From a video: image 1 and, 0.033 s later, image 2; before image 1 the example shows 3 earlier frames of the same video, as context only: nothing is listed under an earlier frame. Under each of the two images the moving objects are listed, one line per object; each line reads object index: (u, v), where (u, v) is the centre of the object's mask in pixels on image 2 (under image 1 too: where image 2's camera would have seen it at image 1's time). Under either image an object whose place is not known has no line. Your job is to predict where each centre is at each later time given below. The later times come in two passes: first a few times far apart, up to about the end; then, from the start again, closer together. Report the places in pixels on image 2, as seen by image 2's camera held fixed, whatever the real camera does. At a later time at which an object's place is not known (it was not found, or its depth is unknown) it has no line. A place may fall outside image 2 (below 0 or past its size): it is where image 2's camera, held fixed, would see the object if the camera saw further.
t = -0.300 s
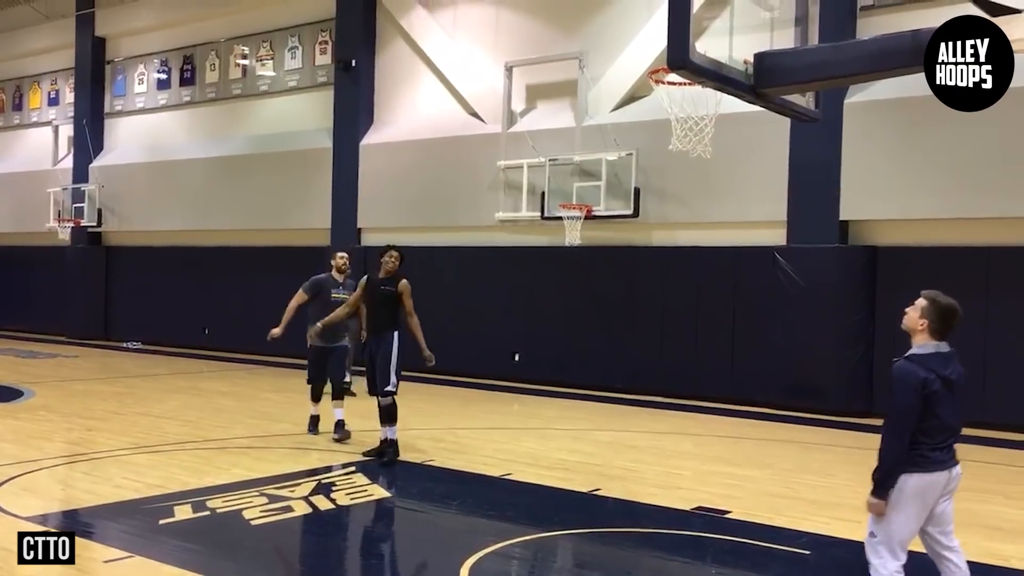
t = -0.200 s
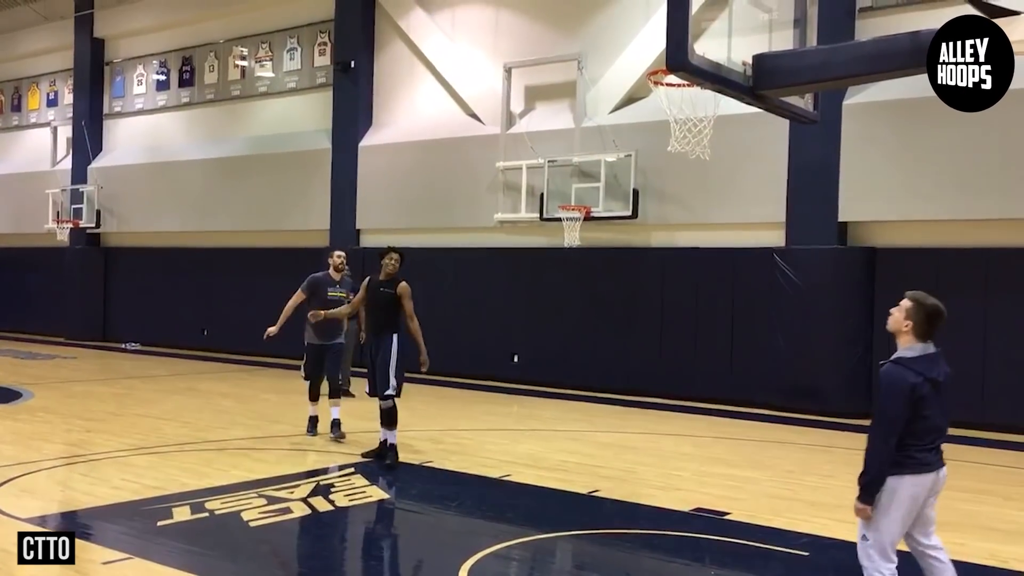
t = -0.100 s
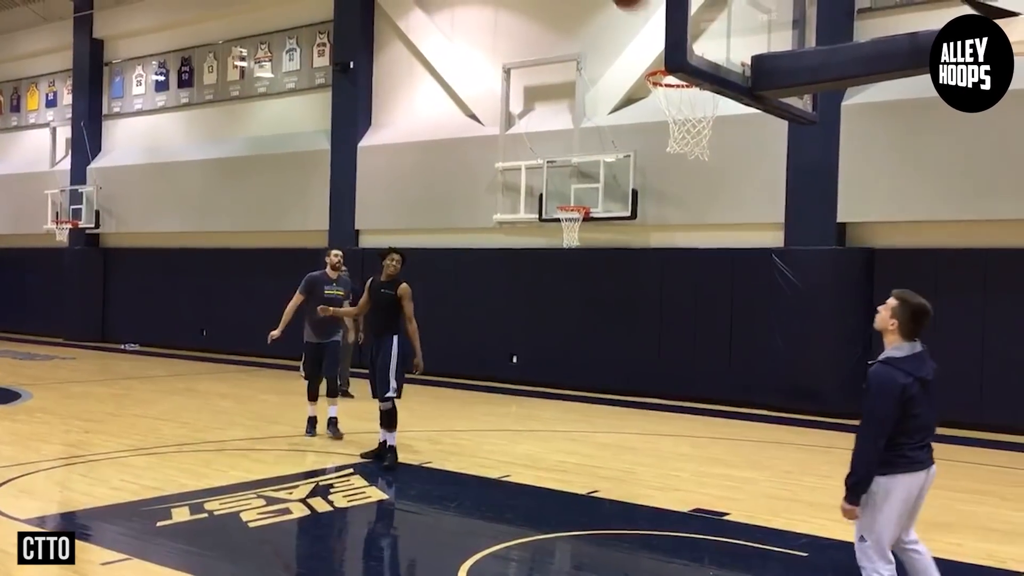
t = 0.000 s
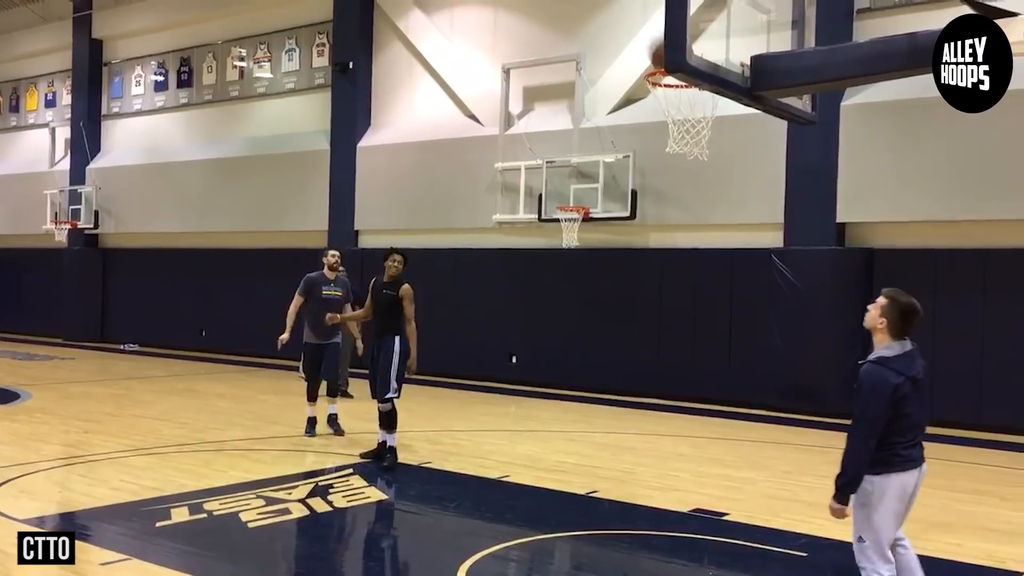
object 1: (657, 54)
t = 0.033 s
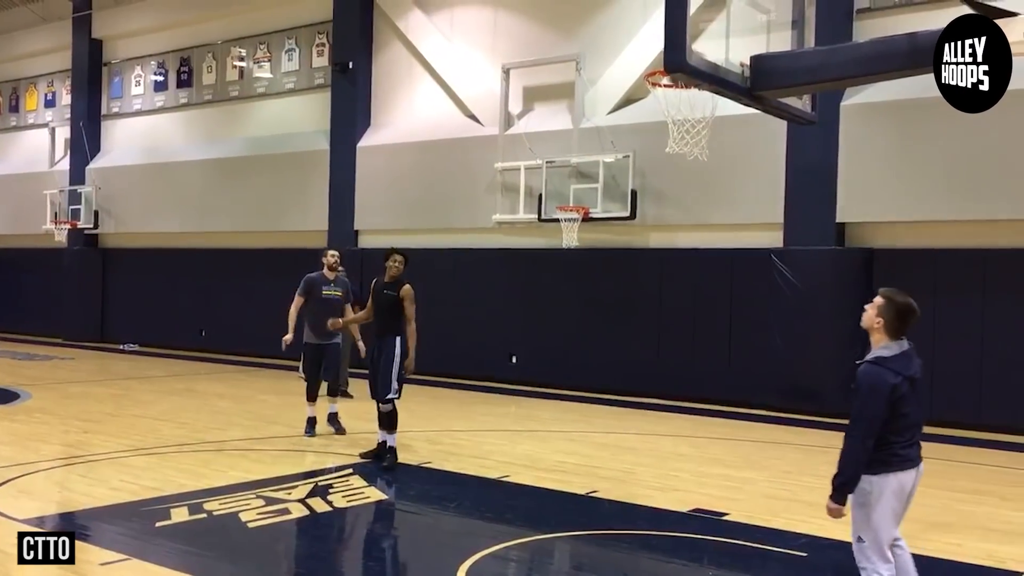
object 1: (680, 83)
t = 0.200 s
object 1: (667, 86)
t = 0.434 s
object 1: (709, 128)
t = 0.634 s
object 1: (688, 188)
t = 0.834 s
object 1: (666, 306)
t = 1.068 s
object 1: (643, 501)
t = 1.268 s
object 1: (626, 419)
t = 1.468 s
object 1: (609, 335)
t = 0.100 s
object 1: (688, 91)
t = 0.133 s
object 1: (671, 88)
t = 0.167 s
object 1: (667, 86)
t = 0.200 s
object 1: (667, 86)
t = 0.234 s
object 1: (684, 91)
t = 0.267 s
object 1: (698, 97)
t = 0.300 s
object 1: (705, 103)
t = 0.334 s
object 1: (711, 112)
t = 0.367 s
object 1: (714, 120)
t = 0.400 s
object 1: (712, 124)
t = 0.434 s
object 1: (709, 128)
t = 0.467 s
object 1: (704, 139)
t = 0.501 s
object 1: (701, 143)
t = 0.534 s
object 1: (698, 152)
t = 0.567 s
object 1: (695, 162)
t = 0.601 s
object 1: (692, 175)
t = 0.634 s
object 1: (688, 188)
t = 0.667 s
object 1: (684, 204)
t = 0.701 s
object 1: (681, 221)
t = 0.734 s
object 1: (677, 243)
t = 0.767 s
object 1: (673, 265)
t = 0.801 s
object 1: (670, 283)
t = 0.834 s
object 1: (666, 306)
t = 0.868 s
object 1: (662, 330)
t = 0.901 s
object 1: (659, 355)
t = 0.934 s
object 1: (656, 380)
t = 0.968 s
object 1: (653, 409)
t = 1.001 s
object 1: (649, 441)
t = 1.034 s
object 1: (647, 471)
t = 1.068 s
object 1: (643, 501)
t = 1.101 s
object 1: (640, 531)
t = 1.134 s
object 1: (637, 507)
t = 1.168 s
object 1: (634, 483)
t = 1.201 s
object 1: (631, 460)
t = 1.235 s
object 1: (629, 439)
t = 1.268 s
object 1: (626, 419)
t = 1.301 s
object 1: (623, 400)
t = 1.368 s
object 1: (618, 370)
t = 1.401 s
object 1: (615, 357)
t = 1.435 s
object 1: (612, 346)
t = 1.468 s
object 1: (609, 335)
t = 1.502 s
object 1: (606, 327)
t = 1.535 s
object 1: (603, 320)
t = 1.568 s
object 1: (600, 314)
